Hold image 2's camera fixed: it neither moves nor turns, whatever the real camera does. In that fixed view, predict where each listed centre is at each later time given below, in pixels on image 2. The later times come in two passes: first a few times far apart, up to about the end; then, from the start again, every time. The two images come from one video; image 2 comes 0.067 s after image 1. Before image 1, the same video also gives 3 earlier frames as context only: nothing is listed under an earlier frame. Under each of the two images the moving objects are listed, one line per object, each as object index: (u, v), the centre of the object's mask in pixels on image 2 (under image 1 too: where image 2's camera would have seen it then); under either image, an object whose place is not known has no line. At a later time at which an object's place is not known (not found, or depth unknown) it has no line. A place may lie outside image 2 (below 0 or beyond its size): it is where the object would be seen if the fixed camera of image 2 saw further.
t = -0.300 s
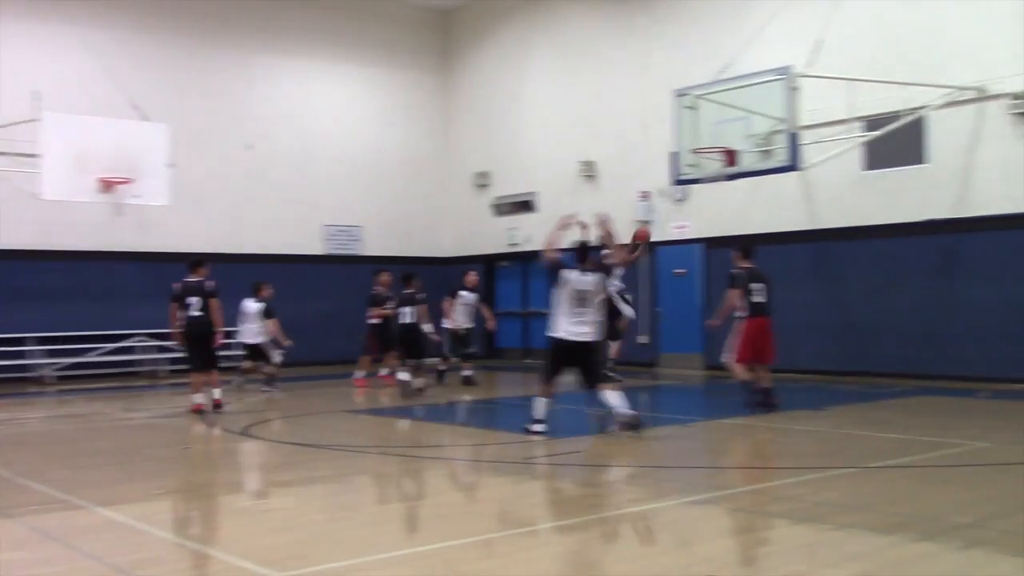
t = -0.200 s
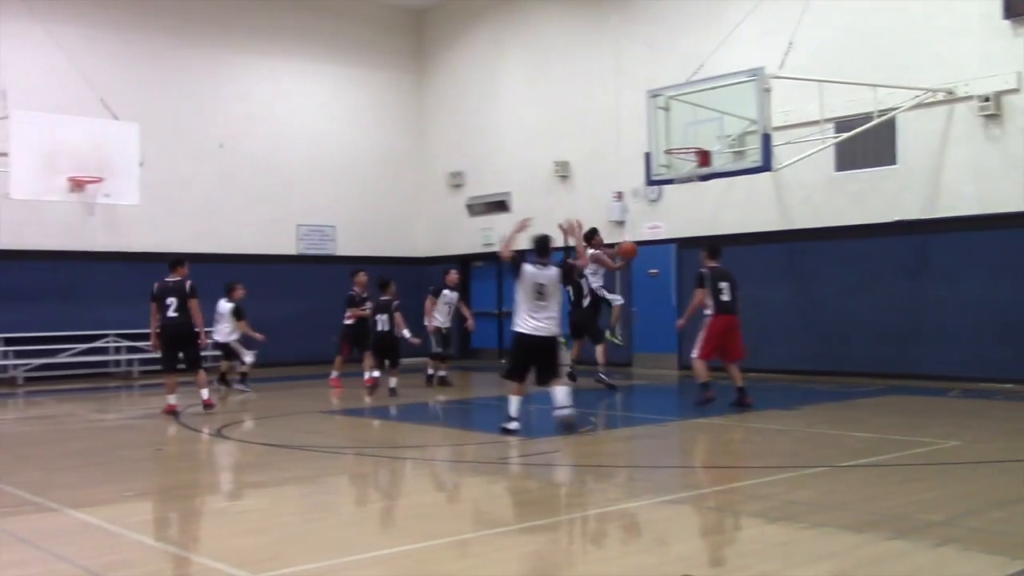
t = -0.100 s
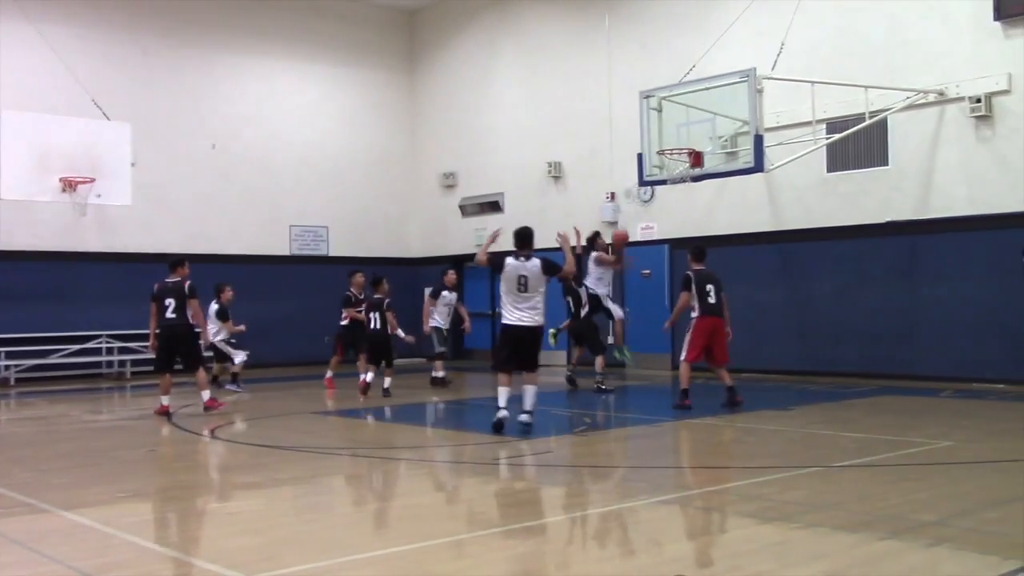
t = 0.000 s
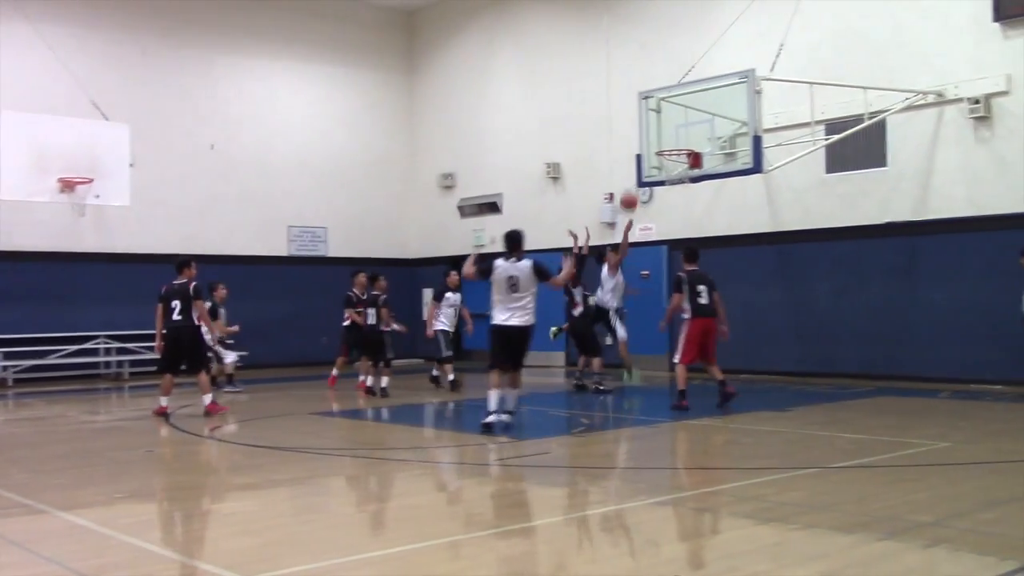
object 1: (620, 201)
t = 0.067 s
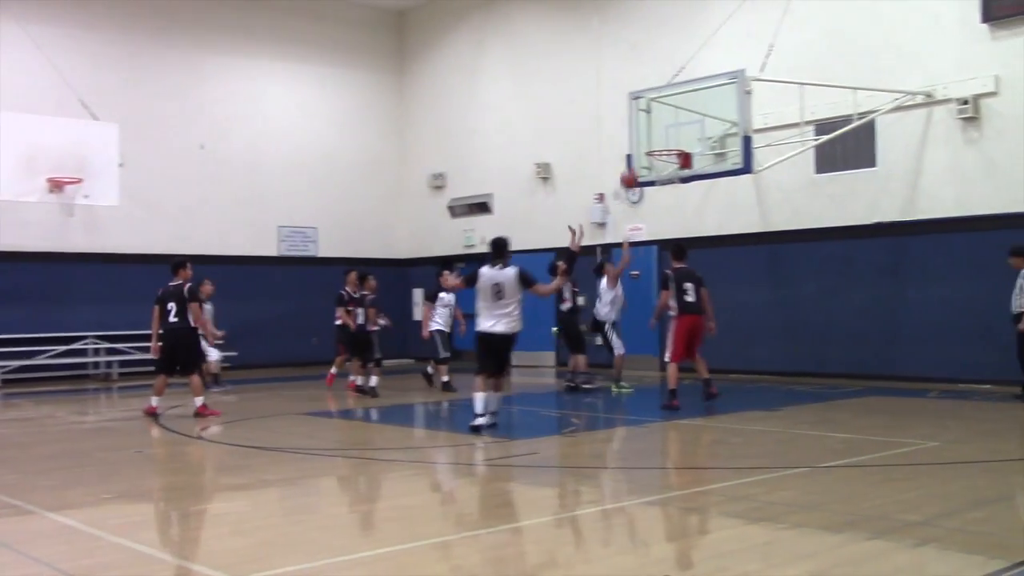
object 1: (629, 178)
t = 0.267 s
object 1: (659, 128)
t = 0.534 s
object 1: (677, 130)
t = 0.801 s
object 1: (652, 132)
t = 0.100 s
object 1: (633, 169)
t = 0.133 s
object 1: (637, 159)
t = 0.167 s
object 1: (643, 150)
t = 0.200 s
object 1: (648, 143)
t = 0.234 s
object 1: (654, 135)
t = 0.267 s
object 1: (659, 128)
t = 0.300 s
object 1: (665, 123)
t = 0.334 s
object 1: (671, 118)
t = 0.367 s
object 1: (672, 118)
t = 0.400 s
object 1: (673, 118)
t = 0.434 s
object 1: (674, 120)
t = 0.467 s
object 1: (675, 123)
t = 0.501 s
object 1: (676, 126)
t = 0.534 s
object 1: (677, 130)
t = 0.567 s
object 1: (678, 136)
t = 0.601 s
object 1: (679, 142)
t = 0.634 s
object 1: (675, 140)
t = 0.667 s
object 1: (670, 136)
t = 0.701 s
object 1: (666, 134)
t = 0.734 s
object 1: (661, 133)
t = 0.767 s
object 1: (657, 132)
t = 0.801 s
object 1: (652, 132)
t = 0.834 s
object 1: (647, 133)
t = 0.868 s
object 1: (643, 135)
